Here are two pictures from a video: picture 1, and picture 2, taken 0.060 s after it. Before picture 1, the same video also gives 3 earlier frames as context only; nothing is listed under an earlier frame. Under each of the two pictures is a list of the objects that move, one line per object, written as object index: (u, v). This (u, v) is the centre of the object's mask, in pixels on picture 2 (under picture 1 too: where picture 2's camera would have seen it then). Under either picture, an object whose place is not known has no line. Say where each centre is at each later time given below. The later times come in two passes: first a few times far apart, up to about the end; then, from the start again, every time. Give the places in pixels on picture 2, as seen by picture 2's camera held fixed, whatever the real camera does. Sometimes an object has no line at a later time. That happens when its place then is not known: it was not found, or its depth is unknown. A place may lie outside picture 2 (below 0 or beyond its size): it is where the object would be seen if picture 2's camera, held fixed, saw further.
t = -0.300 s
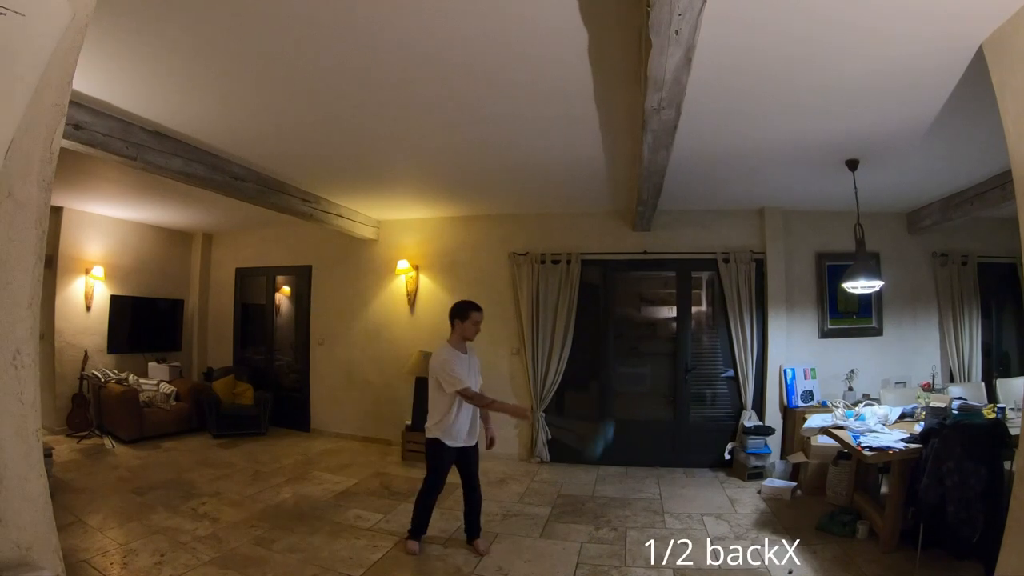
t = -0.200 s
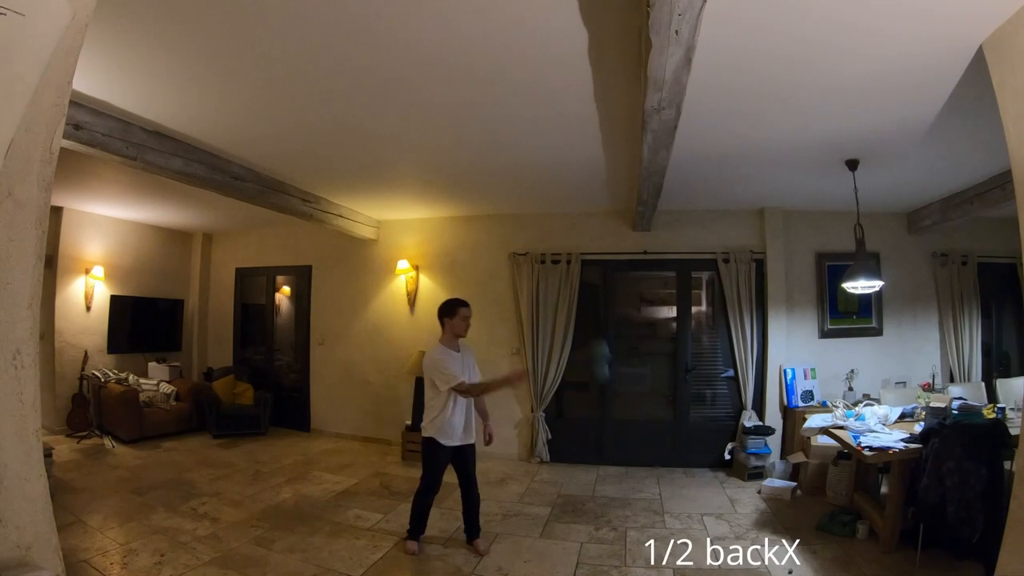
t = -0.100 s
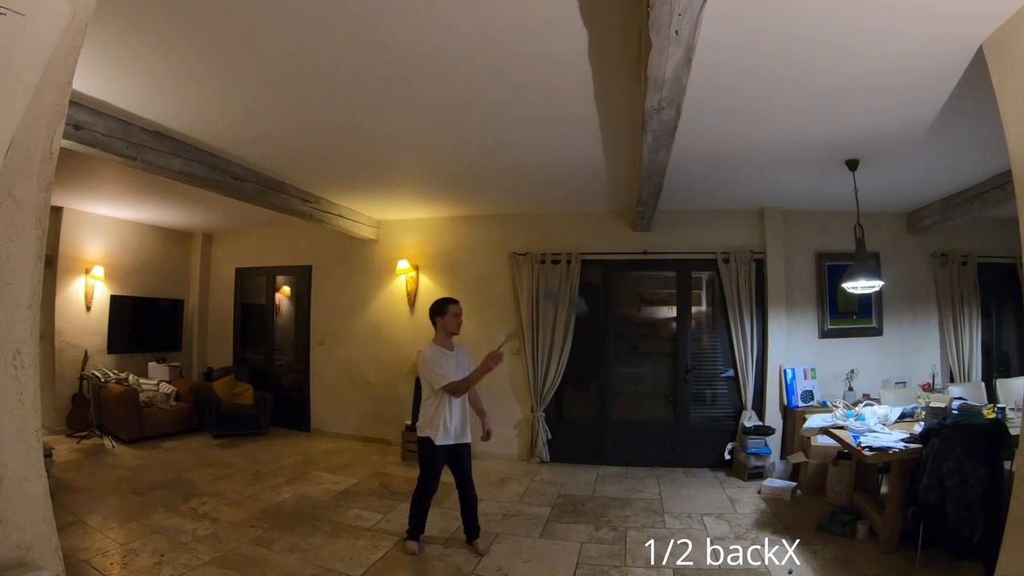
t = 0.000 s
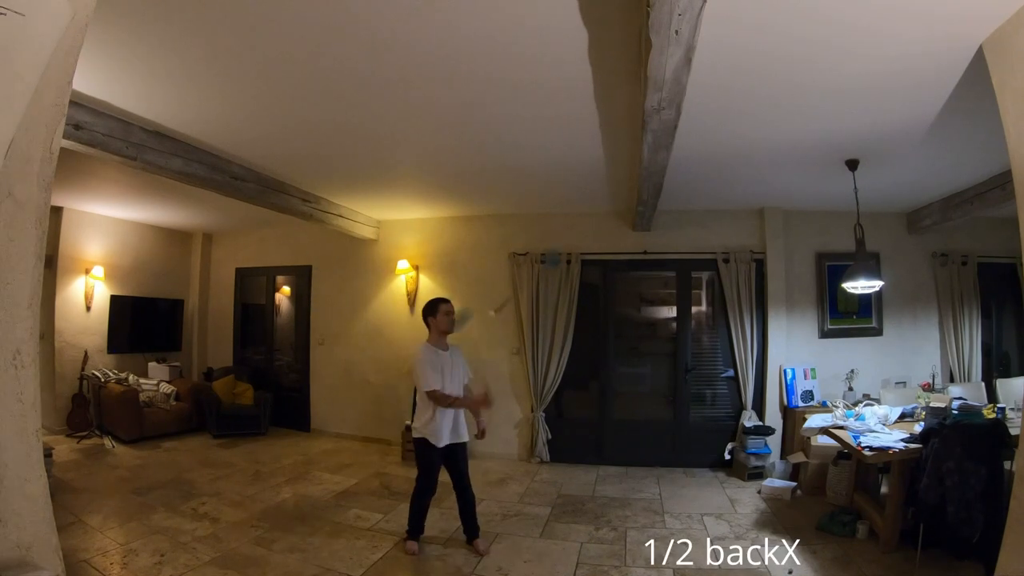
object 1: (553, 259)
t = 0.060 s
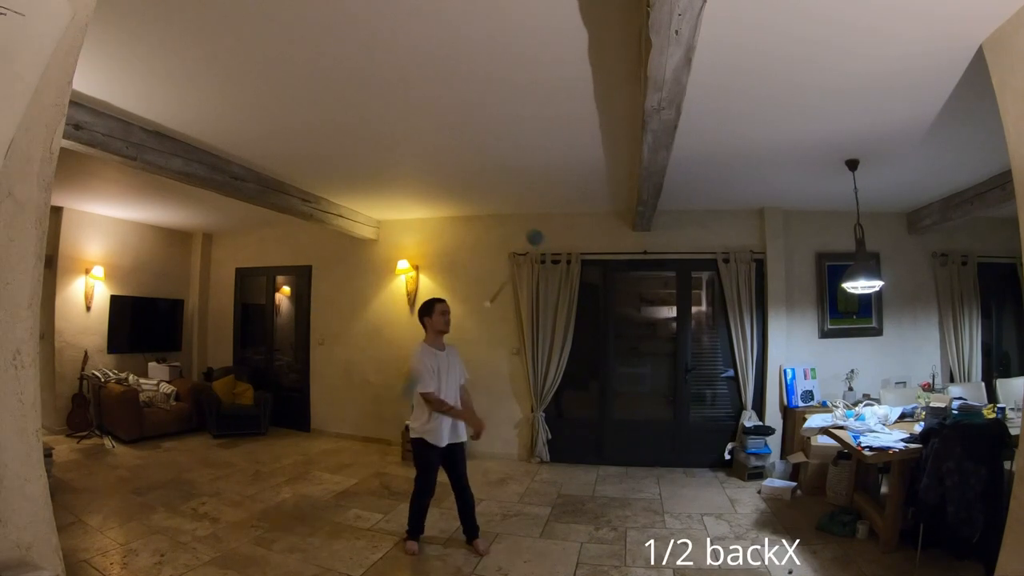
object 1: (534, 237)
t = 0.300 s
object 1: (464, 224)
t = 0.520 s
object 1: (398, 309)
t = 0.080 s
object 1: (529, 232)
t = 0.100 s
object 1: (523, 227)
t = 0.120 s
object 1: (518, 224)
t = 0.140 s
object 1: (512, 221)
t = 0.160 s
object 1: (506, 219)
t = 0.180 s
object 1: (500, 217)
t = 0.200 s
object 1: (494, 217)
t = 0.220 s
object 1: (488, 216)
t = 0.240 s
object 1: (482, 217)
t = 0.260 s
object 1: (476, 219)
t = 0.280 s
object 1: (470, 221)
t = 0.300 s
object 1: (464, 224)
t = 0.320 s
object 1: (459, 228)
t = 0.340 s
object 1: (453, 232)
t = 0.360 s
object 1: (446, 238)
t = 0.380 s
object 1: (440, 244)
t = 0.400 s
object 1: (434, 251)
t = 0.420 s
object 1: (429, 258)
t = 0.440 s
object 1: (422, 266)
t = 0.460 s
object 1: (416, 275)
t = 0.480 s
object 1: (411, 286)
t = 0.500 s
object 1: (404, 297)
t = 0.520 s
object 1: (398, 309)
